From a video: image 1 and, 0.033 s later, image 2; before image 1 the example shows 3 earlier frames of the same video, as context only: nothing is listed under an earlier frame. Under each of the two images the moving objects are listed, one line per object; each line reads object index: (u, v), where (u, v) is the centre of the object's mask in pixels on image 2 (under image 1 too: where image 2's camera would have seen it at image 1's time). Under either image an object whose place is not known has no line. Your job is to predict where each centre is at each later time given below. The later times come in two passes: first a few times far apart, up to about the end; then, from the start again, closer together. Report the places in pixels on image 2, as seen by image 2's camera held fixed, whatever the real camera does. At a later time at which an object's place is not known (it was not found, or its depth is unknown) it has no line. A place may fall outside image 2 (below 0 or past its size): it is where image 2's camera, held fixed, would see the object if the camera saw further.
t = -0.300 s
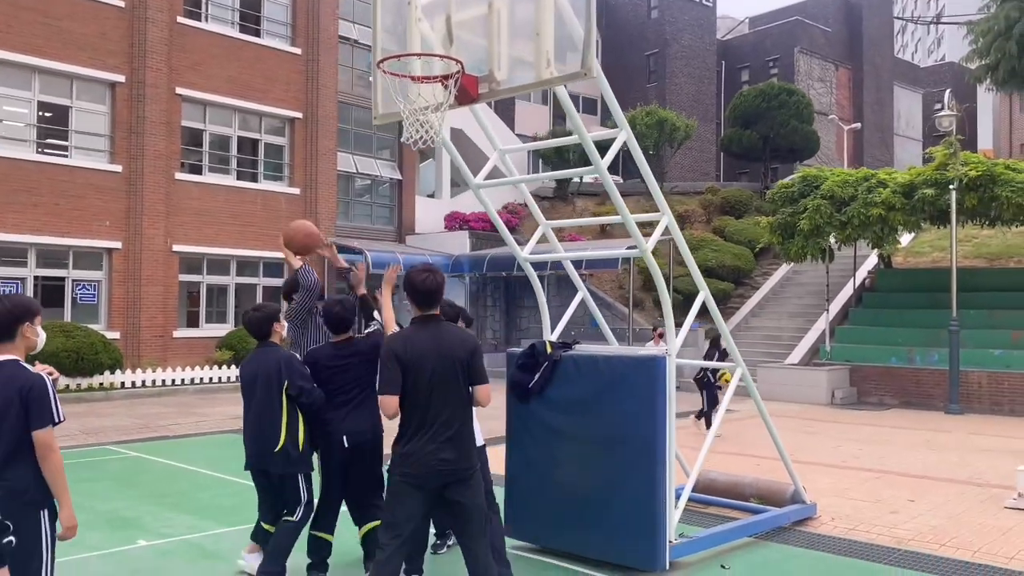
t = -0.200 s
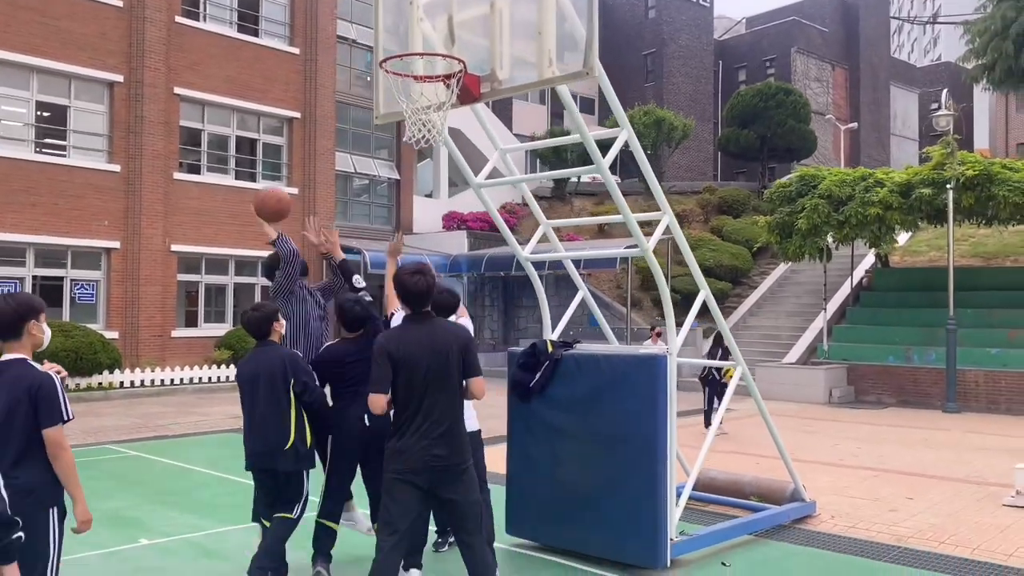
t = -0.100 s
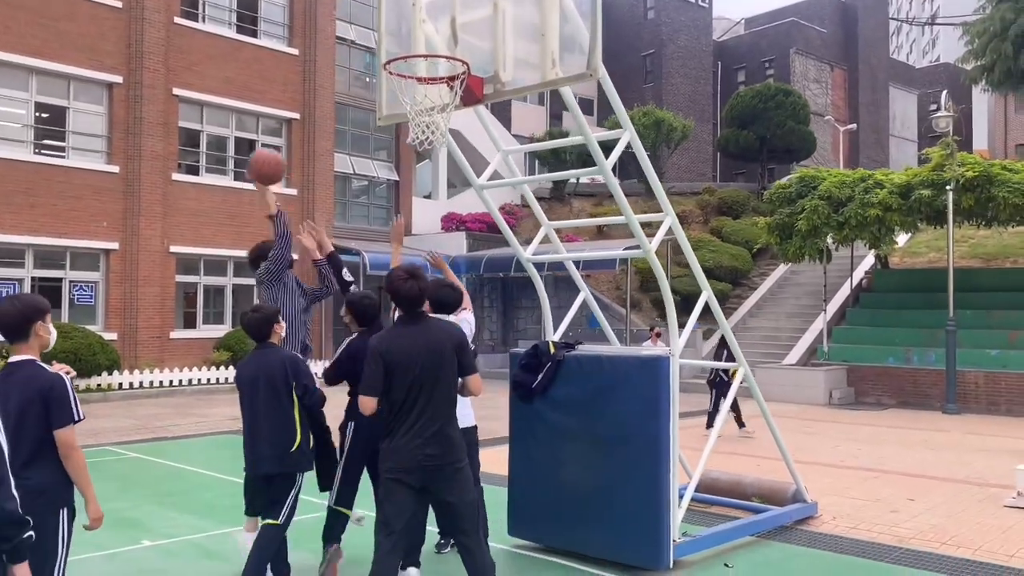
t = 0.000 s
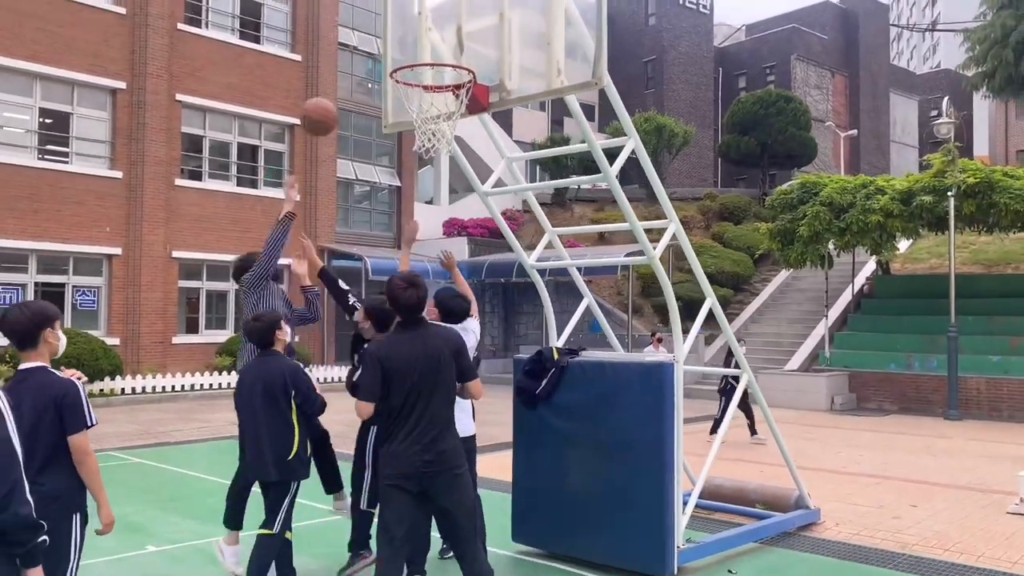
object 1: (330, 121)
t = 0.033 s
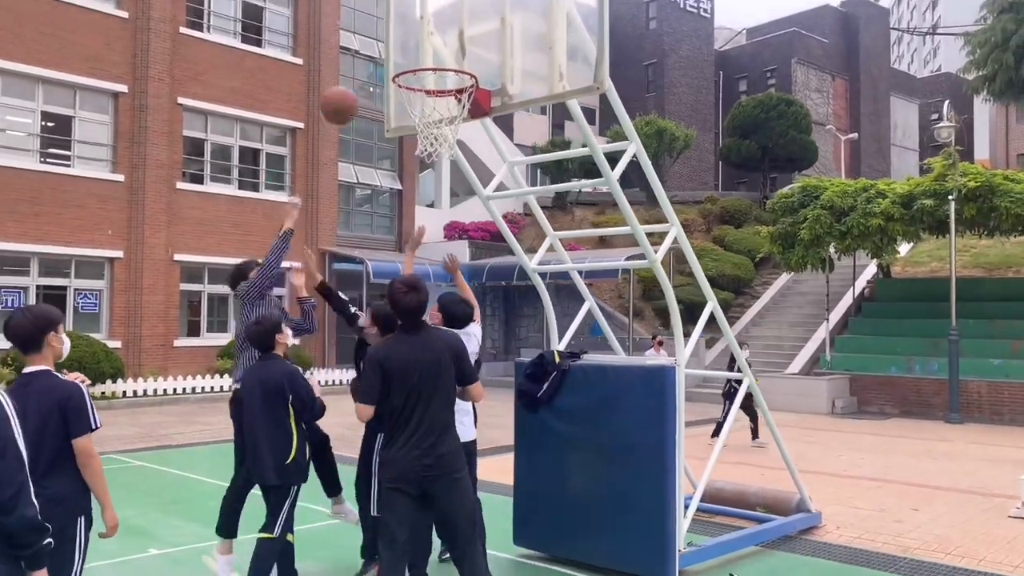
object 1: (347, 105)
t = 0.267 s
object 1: (434, 49)
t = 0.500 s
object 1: (445, 101)
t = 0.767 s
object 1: (463, 204)
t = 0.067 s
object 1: (366, 91)
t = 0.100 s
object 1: (382, 78)
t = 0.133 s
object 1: (401, 64)
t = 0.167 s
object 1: (420, 55)
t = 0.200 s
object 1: (431, 50)
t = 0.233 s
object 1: (433, 49)
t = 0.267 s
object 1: (434, 49)
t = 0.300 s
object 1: (434, 50)
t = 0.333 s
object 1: (437, 52)
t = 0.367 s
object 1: (439, 57)
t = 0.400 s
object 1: (439, 60)
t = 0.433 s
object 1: (440, 74)
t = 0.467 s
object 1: (445, 92)
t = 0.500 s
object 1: (445, 101)
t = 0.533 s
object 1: (449, 120)
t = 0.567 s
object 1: (453, 134)
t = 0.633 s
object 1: (454, 152)
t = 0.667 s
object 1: (454, 159)
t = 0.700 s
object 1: (455, 171)
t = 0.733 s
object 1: (457, 185)
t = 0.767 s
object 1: (463, 204)
